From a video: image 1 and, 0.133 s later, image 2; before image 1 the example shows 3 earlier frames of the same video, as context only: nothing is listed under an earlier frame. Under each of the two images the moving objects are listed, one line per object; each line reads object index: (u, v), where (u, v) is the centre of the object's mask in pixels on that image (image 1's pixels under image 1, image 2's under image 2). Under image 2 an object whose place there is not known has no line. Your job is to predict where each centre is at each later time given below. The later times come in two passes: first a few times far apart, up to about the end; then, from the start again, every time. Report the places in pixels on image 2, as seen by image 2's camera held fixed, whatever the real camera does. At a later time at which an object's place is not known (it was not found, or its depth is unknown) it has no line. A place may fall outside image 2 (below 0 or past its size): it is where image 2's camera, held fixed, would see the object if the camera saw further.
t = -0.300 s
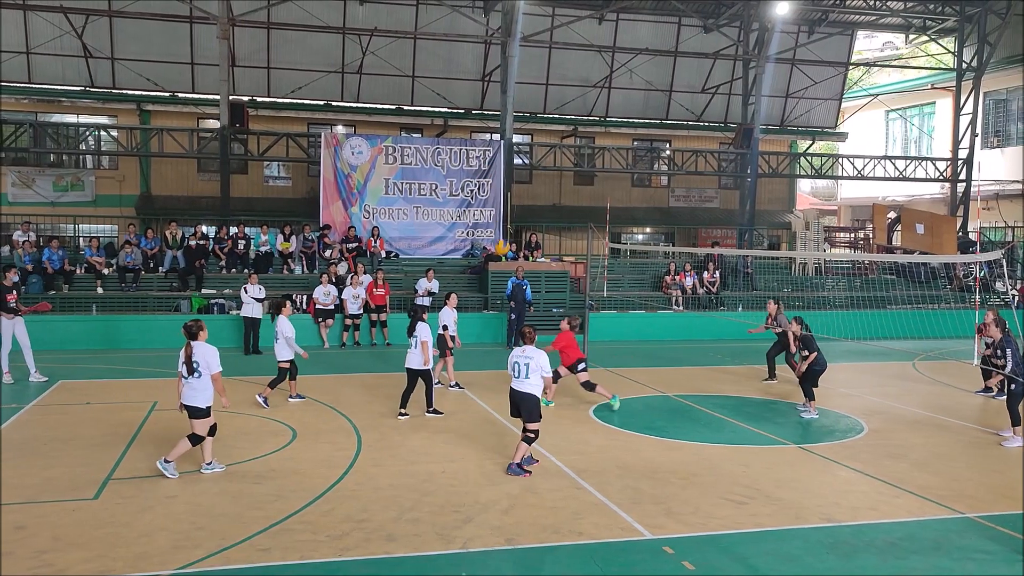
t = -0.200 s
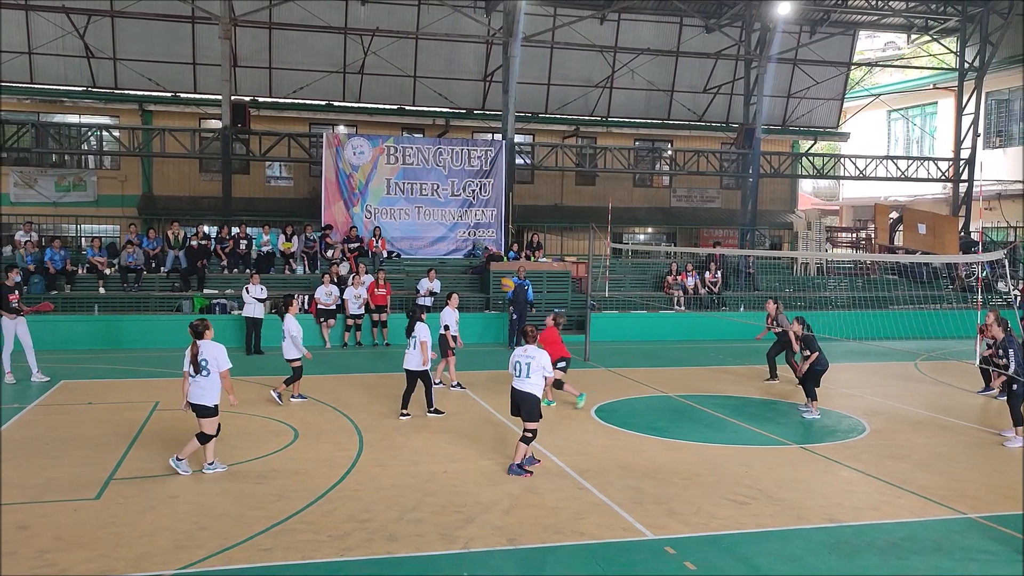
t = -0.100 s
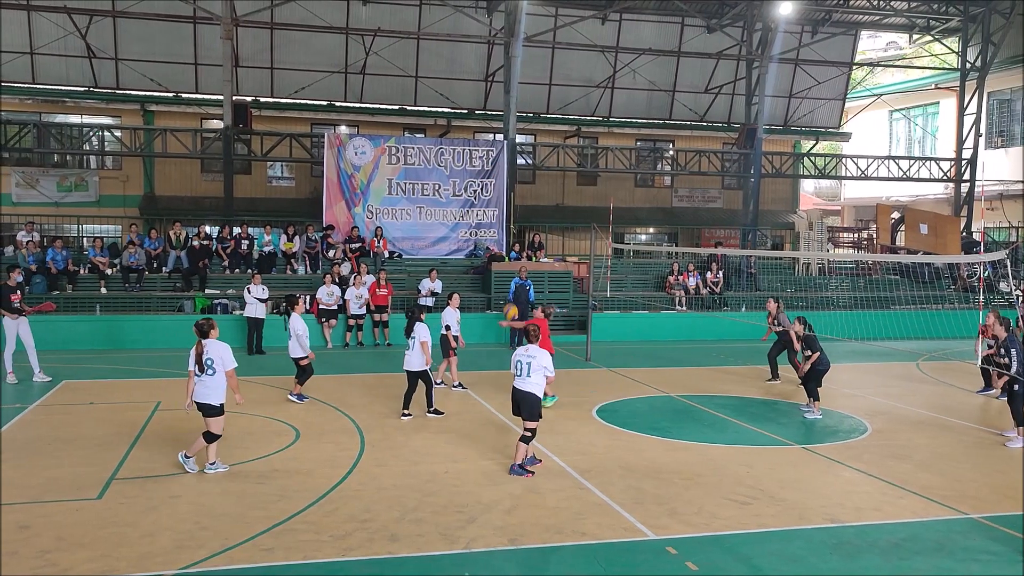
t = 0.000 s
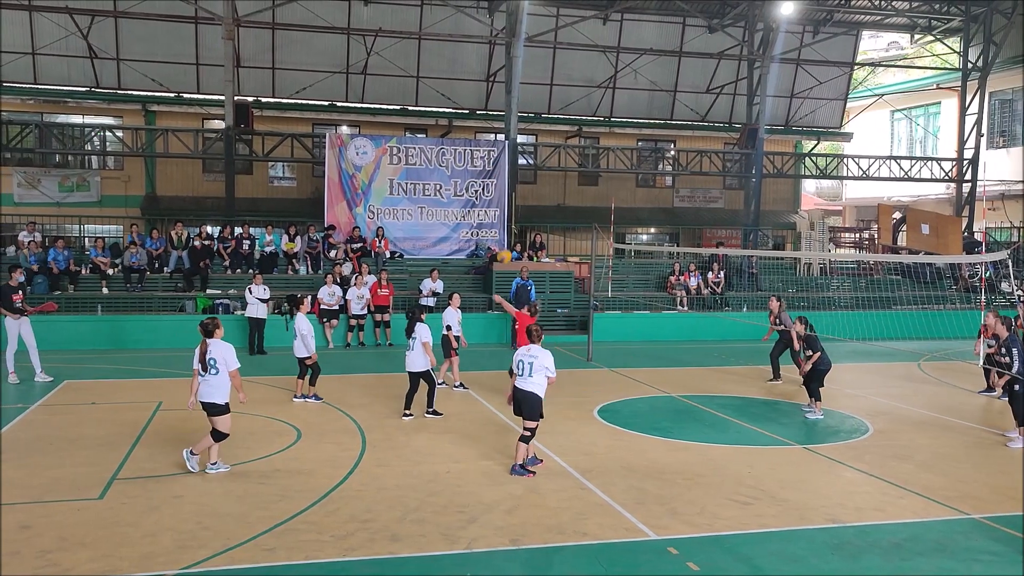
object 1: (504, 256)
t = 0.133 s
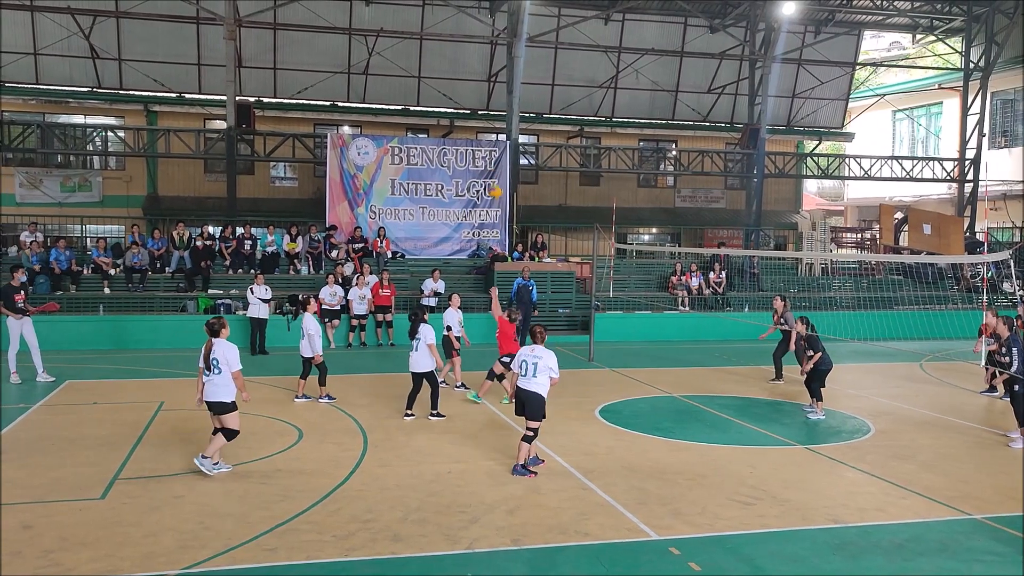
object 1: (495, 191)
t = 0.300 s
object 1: (482, 129)
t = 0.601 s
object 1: (459, 66)
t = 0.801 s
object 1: (445, 59)
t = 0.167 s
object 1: (492, 177)
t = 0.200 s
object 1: (490, 164)
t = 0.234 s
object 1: (487, 152)
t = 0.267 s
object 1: (484, 139)
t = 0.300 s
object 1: (482, 129)
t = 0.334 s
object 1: (479, 118)
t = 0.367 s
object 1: (477, 109)
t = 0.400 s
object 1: (475, 101)
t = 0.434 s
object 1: (472, 93)
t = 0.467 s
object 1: (469, 86)
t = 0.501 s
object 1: (467, 80)
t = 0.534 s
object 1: (464, 75)
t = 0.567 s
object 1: (461, 70)
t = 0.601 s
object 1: (459, 66)
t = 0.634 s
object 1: (456, 63)
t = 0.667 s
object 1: (454, 61)
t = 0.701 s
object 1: (452, 59)
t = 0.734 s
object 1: (449, 58)
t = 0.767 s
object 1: (447, 58)
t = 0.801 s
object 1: (445, 59)
